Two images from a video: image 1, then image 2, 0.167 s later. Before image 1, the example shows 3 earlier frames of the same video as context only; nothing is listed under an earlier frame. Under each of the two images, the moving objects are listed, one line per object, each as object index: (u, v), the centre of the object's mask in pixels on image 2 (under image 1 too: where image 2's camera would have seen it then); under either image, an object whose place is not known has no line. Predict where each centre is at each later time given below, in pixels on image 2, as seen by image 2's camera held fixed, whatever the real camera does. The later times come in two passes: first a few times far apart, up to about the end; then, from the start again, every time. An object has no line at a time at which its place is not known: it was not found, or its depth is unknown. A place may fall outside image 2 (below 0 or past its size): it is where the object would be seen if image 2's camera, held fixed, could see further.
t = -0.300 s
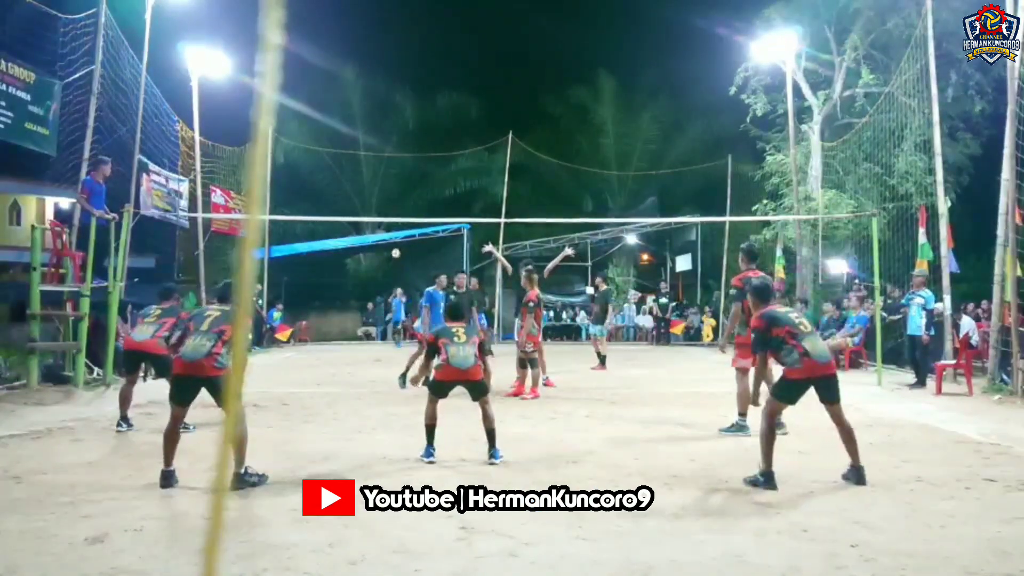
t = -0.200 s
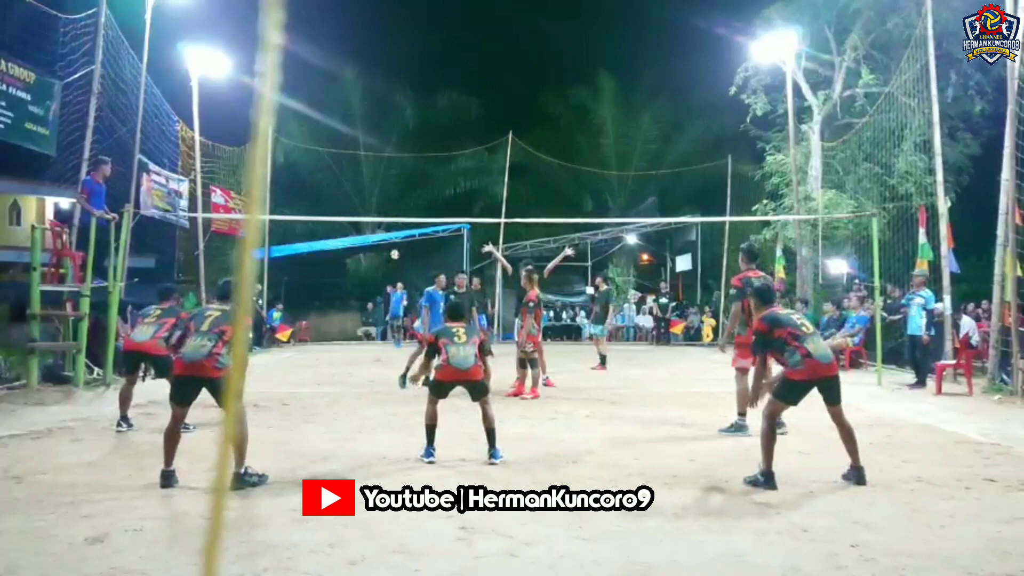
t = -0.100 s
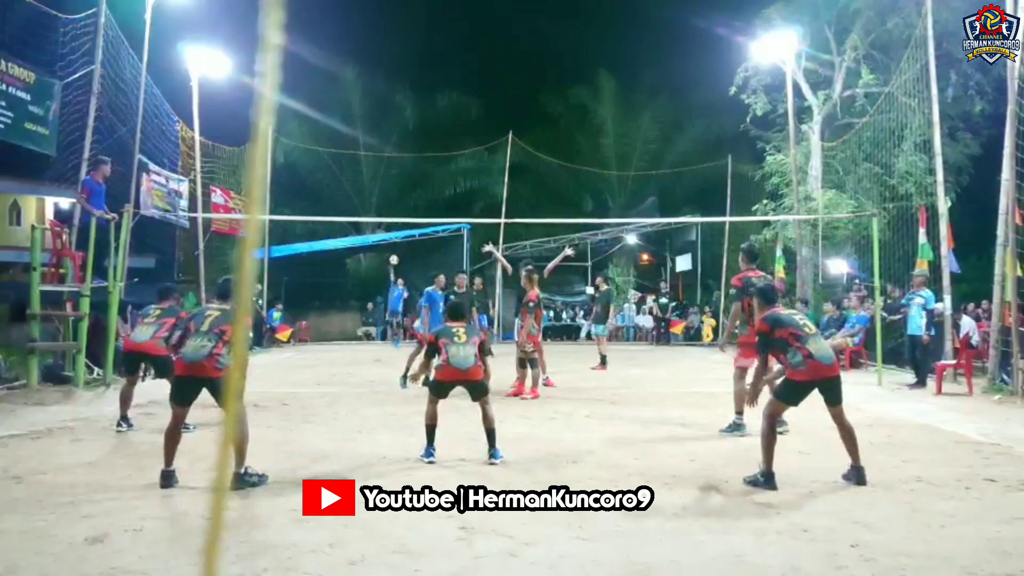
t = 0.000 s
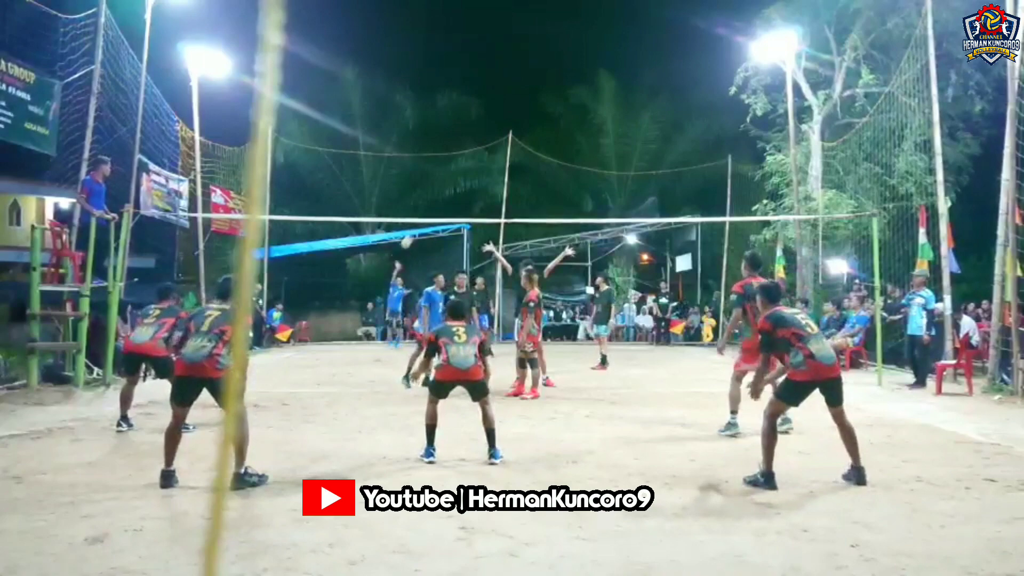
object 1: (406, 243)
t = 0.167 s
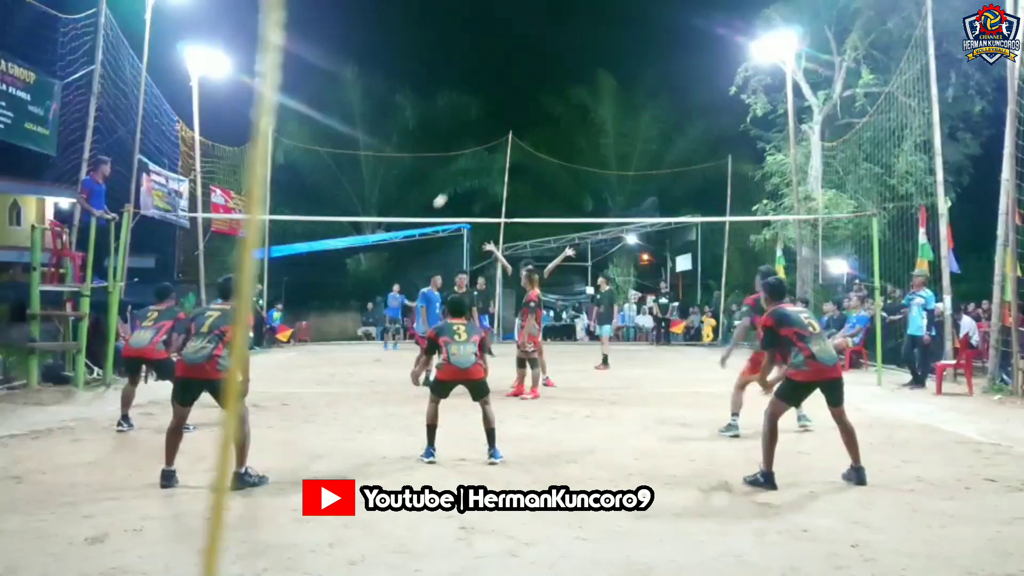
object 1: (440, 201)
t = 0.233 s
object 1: (454, 186)
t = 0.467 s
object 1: (512, 146)
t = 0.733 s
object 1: (595, 134)
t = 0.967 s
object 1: (684, 169)
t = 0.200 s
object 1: (447, 193)
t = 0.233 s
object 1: (454, 186)
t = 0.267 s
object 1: (461, 180)
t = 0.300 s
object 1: (469, 173)
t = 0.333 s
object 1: (477, 167)
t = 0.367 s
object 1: (486, 161)
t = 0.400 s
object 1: (494, 156)
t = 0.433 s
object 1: (503, 151)
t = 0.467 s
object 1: (512, 146)
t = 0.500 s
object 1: (521, 142)
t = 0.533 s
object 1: (531, 139)
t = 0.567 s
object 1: (540, 137)
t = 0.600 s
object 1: (551, 135)
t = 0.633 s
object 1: (561, 133)
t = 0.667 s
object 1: (572, 133)
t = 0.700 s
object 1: (584, 133)
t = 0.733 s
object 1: (595, 134)
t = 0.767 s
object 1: (607, 136)
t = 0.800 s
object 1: (619, 139)
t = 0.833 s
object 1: (632, 143)
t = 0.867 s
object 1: (644, 148)
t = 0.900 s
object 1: (657, 154)
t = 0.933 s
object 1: (670, 160)
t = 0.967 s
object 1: (684, 169)
